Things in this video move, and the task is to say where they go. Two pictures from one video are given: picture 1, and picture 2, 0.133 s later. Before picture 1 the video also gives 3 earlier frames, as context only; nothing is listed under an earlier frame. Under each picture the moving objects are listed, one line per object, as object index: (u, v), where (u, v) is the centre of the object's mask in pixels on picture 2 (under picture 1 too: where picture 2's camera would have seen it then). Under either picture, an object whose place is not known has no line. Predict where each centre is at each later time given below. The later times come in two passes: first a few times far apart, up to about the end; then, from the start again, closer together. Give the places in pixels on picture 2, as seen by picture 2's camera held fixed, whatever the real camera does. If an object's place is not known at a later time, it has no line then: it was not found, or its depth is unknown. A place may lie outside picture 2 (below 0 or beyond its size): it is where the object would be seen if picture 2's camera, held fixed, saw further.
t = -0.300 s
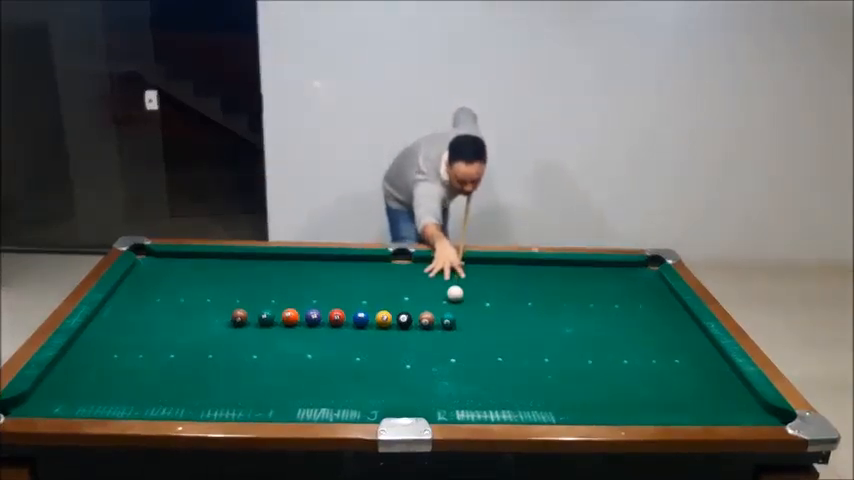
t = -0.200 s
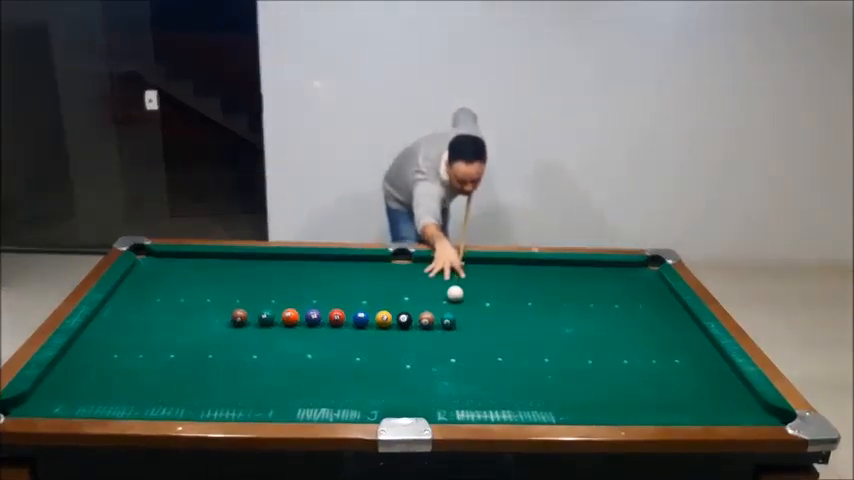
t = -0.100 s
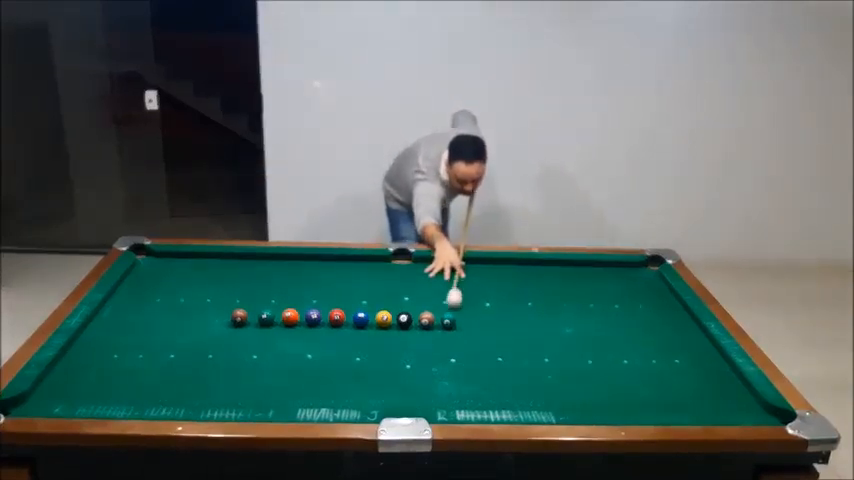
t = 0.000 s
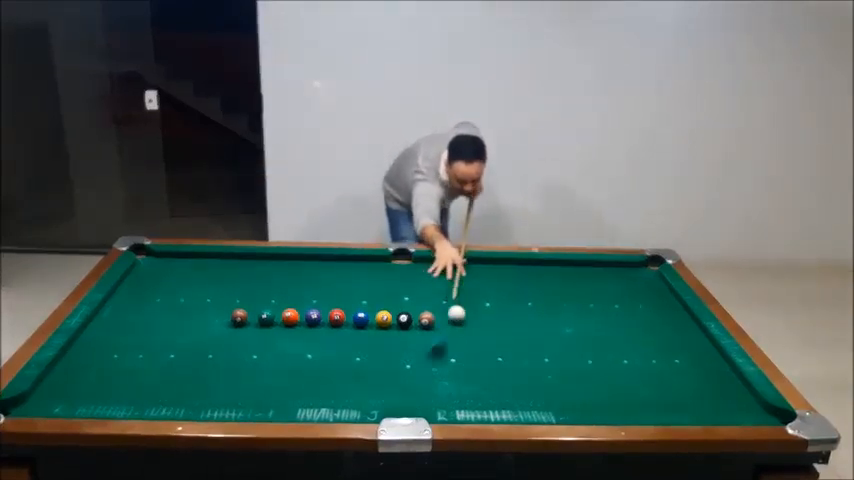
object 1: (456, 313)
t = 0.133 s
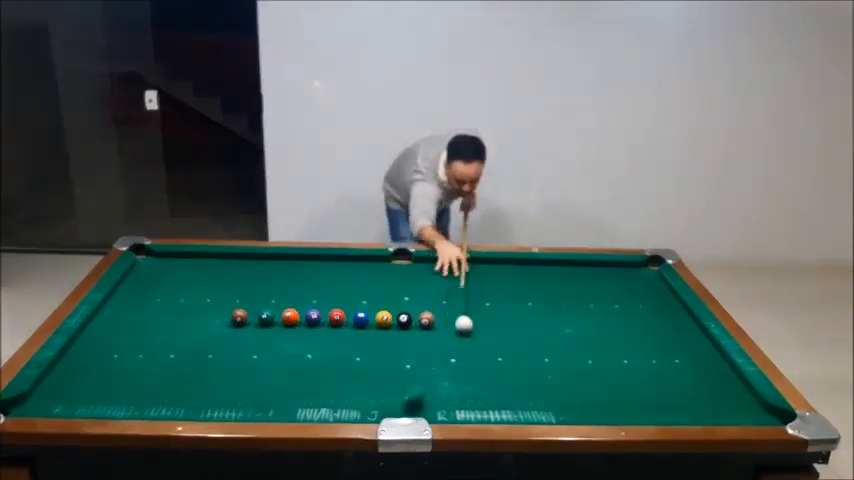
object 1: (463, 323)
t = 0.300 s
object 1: (471, 341)
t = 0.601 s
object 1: (487, 377)
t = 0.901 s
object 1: (497, 398)
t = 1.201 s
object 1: (487, 379)
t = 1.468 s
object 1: (479, 364)
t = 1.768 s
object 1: (471, 347)
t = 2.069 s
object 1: (465, 334)
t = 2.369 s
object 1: (458, 323)
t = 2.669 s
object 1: (453, 314)
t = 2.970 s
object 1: (447, 305)
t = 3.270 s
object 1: (442, 298)
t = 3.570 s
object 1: (438, 293)
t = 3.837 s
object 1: (434, 289)
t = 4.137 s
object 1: (431, 286)
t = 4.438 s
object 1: (429, 284)
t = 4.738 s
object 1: (427, 283)
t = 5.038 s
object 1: (427, 283)
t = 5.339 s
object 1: (427, 283)
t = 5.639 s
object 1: (427, 283)
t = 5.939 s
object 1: (427, 283)
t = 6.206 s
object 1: (427, 283)
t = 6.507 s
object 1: (427, 283)
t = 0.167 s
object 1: (465, 327)
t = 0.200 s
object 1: (467, 331)
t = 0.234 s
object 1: (468, 334)
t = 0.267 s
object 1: (470, 338)
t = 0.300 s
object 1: (471, 341)
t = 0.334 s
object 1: (473, 345)
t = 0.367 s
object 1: (475, 349)
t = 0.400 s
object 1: (477, 353)
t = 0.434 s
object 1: (478, 357)
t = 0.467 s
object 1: (480, 360)
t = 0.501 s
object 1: (482, 365)
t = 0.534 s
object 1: (484, 369)
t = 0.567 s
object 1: (485, 373)
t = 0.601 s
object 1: (487, 377)
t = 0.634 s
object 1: (489, 381)
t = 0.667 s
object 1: (491, 386)
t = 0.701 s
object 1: (493, 390)
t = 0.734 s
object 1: (495, 393)
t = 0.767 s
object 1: (497, 397)
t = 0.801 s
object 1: (499, 400)
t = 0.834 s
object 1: (500, 401)
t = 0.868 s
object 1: (499, 400)
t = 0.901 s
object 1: (497, 398)
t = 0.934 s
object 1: (496, 396)
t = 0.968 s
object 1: (495, 395)
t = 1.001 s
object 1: (494, 394)
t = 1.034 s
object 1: (493, 391)
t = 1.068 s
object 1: (492, 387)
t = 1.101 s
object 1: (490, 385)
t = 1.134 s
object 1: (489, 383)
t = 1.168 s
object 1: (488, 381)
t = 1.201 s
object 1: (487, 379)
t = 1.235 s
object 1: (486, 376)
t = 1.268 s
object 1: (485, 374)
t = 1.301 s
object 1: (484, 374)
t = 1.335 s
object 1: (483, 372)
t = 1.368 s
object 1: (482, 369)
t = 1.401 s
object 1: (481, 368)
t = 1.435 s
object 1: (481, 366)
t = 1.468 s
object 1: (479, 364)
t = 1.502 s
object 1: (479, 361)
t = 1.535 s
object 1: (477, 359)
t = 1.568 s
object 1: (477, 358)
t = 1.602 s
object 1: (476, 357)
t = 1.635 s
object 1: (475, 355)
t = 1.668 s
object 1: (474, 353)
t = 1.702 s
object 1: (473, 351)
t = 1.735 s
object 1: (473, 349)
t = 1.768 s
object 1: (471, 347)
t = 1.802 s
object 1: (470, 347)
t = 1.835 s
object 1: (470, 344)
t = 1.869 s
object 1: (469, 343)
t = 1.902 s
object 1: (468, 341)
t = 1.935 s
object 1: (467, 340)
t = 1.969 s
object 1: (467, 339)
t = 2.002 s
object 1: (466, 337)
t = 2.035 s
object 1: (465, 336)
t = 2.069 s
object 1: (465, 334)
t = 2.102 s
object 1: (464, 333)
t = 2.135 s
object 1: (463, 332)
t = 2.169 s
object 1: (462, 331)
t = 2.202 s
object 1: (462, 330)
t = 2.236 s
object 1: (461, 328)
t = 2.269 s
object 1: (460, 327)
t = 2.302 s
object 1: (460, 326)
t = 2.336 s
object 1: (459, 324)
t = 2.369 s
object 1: (458, 323)
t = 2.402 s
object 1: (457, 322)
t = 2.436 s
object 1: (457, 321)
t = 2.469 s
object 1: (456, 320)
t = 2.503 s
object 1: (456, 319)
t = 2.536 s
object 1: (455, 318)
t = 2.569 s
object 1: (454, 317)
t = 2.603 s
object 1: (454, 316)
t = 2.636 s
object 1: (453, 315)
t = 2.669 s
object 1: (453, 314)
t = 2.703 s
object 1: (452, 313)
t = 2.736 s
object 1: (452, 312)
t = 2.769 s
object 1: (451, 311)
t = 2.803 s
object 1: (450, 310)
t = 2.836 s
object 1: (449, 309)
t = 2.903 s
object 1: (448, 307)
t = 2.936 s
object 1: (448, 306)
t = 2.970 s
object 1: (447, 305)
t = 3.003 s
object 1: (447, 304)
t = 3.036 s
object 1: (446, 304)
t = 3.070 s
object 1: (445, 302)
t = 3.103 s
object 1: (445, 302)
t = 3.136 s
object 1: (444, 301)
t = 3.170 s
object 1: (444, 300)
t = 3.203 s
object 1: (443, 300)
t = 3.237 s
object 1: (442, 299)
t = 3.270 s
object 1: (442, 298)
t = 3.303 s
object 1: (441, 297)
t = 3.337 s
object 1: (441, 297)
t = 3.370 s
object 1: (440, 296)
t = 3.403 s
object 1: (440, 296)
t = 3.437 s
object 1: (440, 295)
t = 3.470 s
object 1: (439, 294)
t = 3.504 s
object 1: (439, 294)
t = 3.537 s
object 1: (438, 293)
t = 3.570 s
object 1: (438, 293)
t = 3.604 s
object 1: (437, 292)
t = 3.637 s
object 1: (437, 292)
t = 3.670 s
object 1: (436, 291)
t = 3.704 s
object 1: (436, 291)
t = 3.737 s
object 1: (436, 290)
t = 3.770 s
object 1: (435, 290)
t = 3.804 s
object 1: (435, 289)
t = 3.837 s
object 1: (434, 289)
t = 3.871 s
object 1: (434, 289)
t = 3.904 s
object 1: (433, 288)
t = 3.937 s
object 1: (433, 288)
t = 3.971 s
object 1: (433, 288)
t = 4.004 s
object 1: (432, 287)
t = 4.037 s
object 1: (432, 287)
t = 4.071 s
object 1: (432, 286)
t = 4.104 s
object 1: (431, 286)
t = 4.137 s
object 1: (431, 286)
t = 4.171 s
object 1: (431, 286)
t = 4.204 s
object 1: (431, 286)
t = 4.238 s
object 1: (430, 285)
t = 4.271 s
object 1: (430, 285)
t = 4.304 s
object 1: (430, 285)
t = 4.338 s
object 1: (430, 285)
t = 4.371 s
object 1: (429, 284)
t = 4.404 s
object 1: (429, 284)
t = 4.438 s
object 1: (429, 284)
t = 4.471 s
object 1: (429, 284)
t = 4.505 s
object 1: (428, 284)
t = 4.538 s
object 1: (428, 283)
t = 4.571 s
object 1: (428, 283)
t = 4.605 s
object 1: (428, 283)
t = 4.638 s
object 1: (428, 283)
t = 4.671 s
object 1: (427, 283)
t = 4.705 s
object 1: (427, 283)
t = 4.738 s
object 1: (427, 283)
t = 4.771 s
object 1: (427, 283)
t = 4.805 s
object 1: (427, 283)
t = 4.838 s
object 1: (427, 283)
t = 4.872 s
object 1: (427, 283)
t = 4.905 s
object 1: (427, 283)
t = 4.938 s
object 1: (427, 283)
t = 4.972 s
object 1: (427, 283)
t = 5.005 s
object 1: (427, 283)
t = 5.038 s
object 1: (427, 283)
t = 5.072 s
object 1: (427, 283)
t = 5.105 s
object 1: (427, 283)
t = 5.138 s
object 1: (427, 283)
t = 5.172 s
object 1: (427, 283)
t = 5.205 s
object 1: (427, 283)
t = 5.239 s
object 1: (427, 283)
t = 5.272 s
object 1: (427, 283)
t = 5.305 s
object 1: (427, 283)
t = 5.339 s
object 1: (427, 283)
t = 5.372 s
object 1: (427, 283)
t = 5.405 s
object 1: (427, 283)
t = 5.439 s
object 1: (427, 283)
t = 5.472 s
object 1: (427, 283)
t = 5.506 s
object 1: (427, 283)
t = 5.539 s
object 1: (427, 283)
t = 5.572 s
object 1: (427, 283)
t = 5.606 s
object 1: (427, 283)
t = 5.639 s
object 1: (427, 283)
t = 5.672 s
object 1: (427, 283)
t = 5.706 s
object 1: (427, 283)
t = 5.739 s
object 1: (427, 283)
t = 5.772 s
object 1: (427, 283)
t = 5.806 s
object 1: (427, 283)
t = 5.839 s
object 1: (427, 283)
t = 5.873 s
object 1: (427, 283)
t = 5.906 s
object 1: (427, 283)
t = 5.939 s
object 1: (427, 283)
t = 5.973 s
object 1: (427, 283)
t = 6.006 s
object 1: (427, 283)
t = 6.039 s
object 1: (427, 283)
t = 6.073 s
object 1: (427, 283)
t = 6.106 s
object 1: (427, 283)
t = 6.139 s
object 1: (427, 283)
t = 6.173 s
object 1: (427, 283)
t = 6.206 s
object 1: (427, 283)
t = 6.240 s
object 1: (427, 283)
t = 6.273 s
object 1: (427, 283)
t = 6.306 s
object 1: (427, 283)
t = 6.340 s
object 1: (427, 283)
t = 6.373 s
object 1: (427, 283)
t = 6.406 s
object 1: (427, 283)
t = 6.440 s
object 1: (427, 283)
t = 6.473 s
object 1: (427, 283)
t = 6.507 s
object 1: (427, 283)
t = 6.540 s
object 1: (427, 283)
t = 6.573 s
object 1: (427, 283)
